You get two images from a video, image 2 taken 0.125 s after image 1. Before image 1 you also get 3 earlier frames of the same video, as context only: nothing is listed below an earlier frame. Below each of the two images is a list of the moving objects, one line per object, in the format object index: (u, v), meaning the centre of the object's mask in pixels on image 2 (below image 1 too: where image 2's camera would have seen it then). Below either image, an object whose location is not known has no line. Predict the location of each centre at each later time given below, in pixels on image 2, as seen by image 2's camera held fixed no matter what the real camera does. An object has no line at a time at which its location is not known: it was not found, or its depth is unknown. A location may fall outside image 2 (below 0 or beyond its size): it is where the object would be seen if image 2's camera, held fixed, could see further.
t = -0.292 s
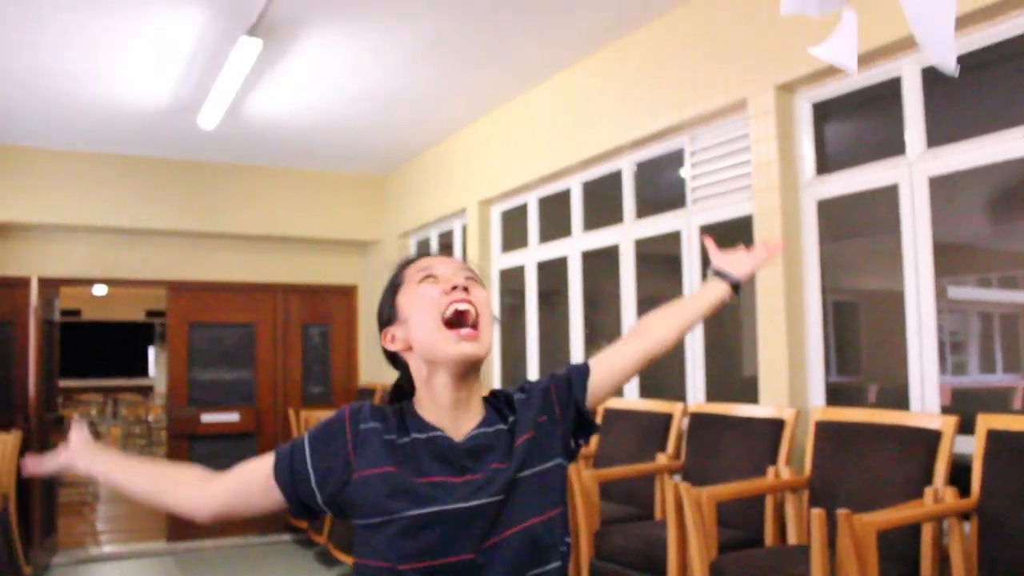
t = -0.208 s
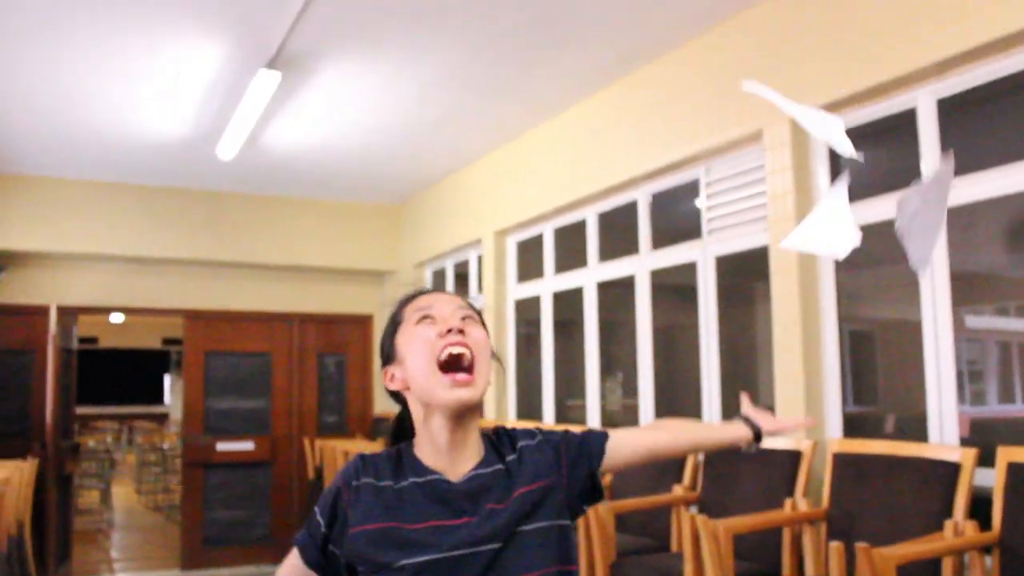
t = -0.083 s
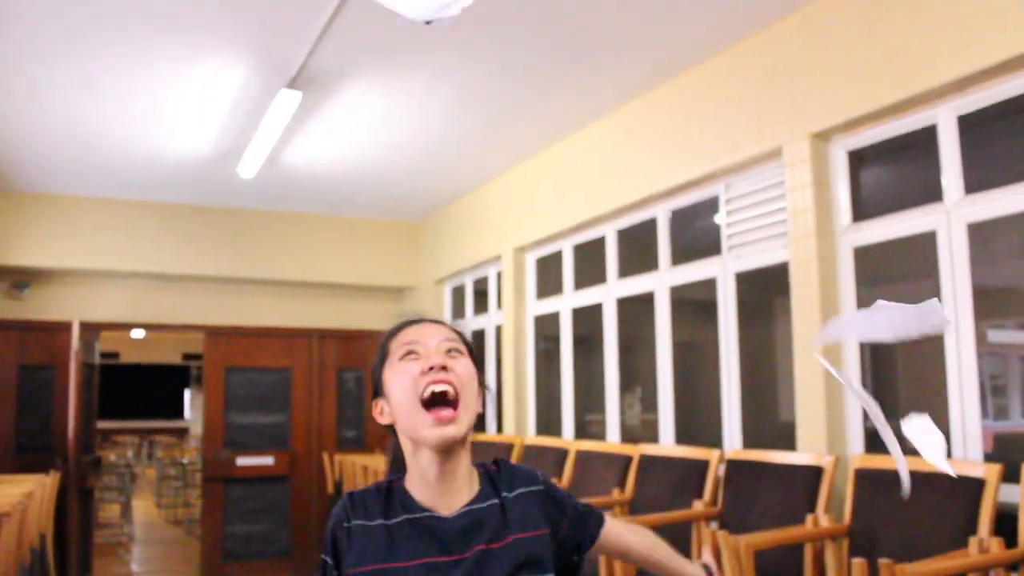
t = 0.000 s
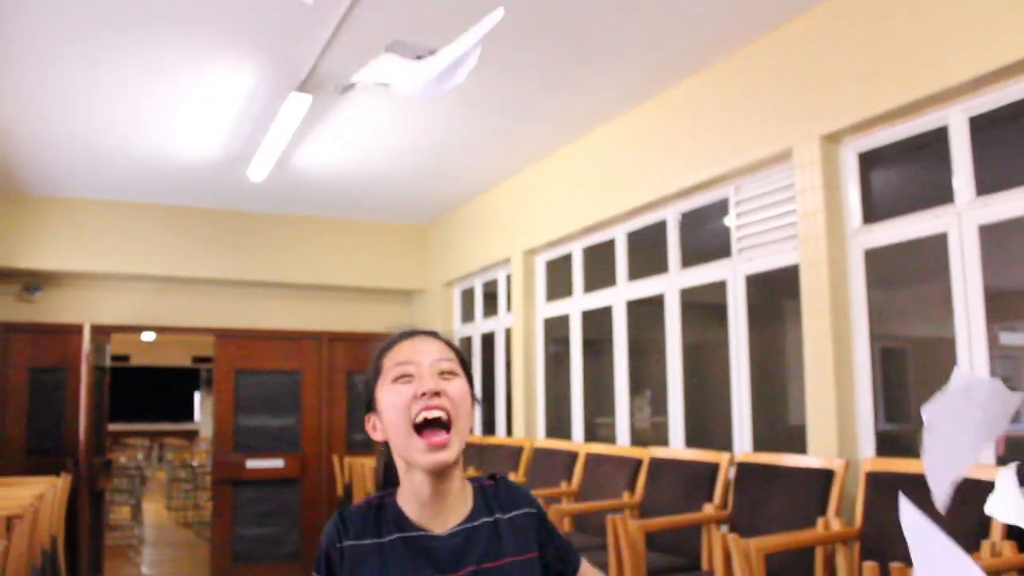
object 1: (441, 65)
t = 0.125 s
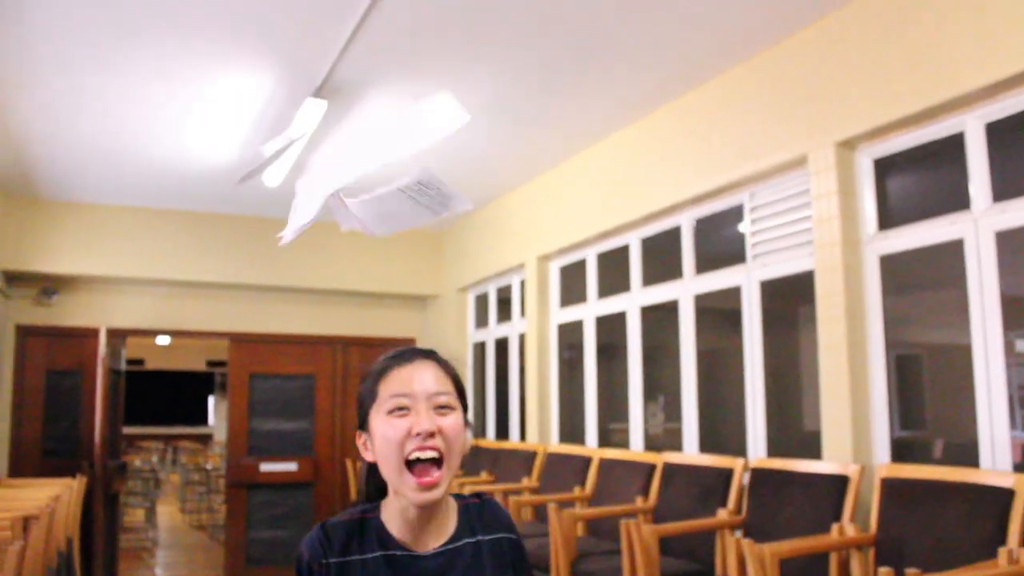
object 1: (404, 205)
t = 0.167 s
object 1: (370, 212)
